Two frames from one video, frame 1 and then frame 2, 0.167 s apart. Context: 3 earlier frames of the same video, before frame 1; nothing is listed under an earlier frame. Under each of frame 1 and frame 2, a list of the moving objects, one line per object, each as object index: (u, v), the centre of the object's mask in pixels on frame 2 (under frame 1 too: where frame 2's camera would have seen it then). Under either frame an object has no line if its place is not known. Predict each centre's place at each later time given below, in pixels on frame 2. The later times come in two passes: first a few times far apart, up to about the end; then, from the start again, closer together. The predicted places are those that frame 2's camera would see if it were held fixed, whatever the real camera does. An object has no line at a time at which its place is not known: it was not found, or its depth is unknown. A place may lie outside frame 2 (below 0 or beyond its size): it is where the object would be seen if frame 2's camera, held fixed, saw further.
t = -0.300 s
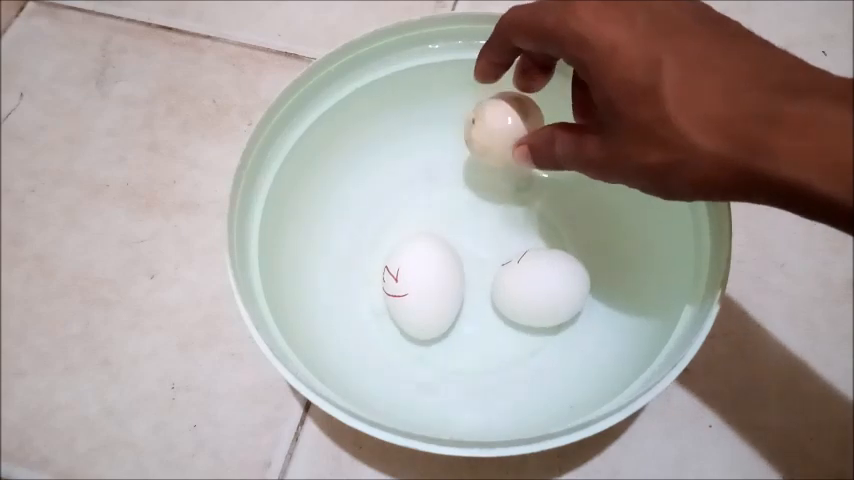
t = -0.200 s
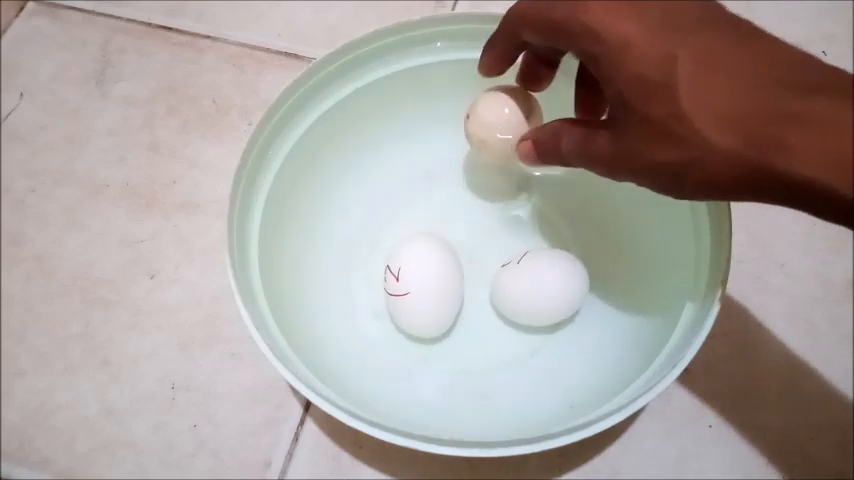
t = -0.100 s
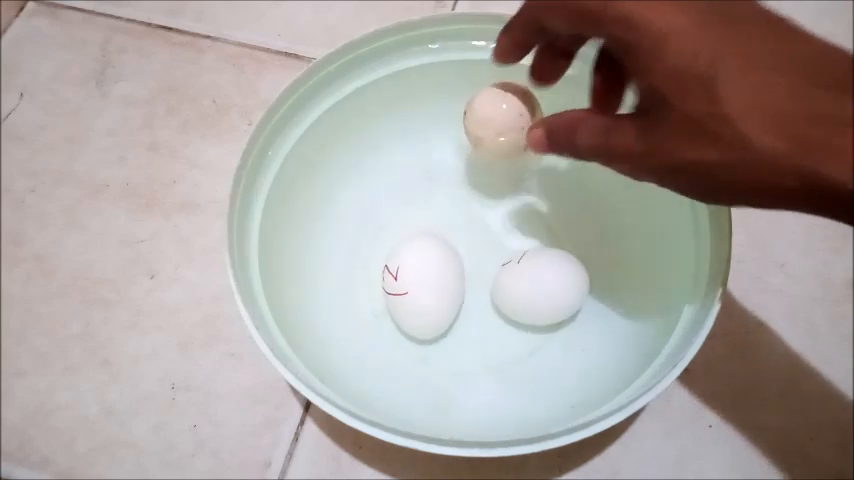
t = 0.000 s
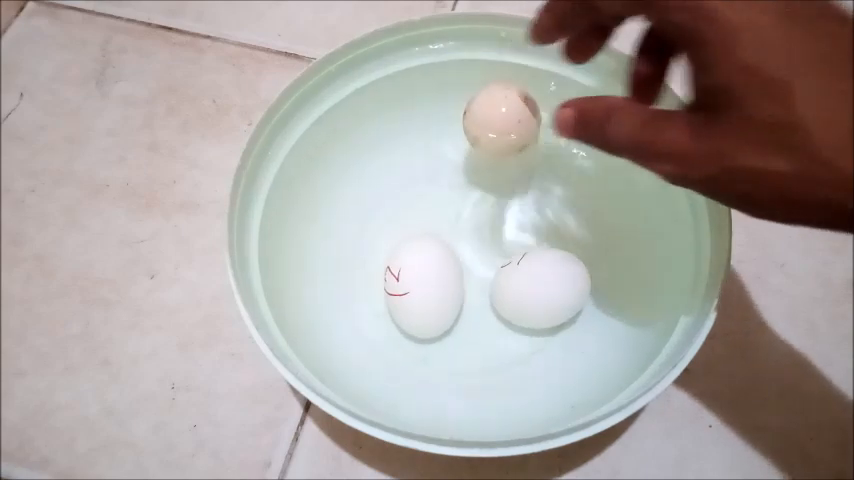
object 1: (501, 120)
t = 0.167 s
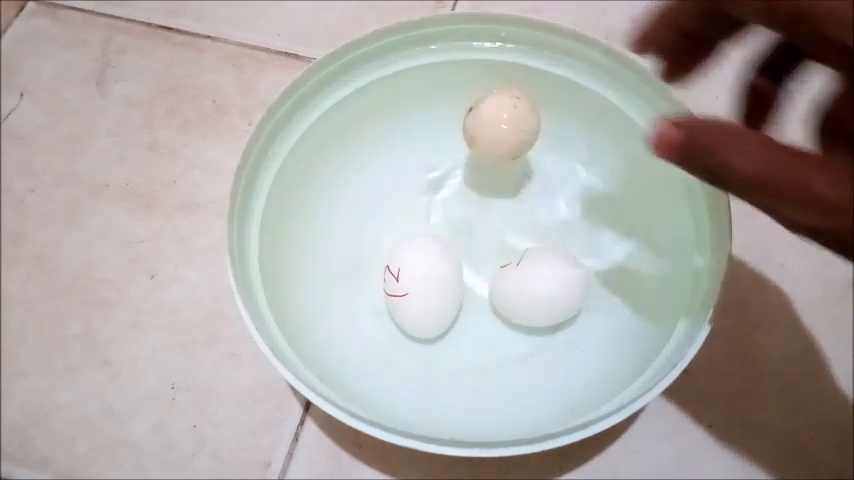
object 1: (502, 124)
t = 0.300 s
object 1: (500, 121)
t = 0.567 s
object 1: (499, 118)
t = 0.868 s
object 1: (497, 118)
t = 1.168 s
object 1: (496, 116)
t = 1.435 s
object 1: (495, 115)
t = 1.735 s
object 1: (494, 114)
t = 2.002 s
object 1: (494, 112)
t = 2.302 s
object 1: (493, 111)
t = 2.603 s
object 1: (493, 109)
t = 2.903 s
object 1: (491, 109)
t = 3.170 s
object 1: (493, 104)
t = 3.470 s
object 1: (491, 106)
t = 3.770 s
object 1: (492, 102)
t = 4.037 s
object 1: (492, 103)
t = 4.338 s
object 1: (492, 100)
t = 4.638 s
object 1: (493, 100)
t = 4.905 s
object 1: (493, 97)
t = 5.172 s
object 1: (493, 97)
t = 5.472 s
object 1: (494, 96)
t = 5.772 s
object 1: (495, 94)
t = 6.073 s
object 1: (496, 93)
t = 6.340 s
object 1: (496, 94)
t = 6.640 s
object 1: (496, 94)
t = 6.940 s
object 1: (496, 95)
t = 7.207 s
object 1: (497, 95)
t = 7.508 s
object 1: (496, 96)
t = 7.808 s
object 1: (497, 96)
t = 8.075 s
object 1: (497, 97)
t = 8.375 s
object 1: (497, 97)
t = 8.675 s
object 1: (497, 98)
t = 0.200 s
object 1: (501, 124)
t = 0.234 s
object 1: (500, 124)
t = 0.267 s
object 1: (500, 123)
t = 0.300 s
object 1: (500, 121)
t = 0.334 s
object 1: (500, 121)
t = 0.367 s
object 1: (500, 119)
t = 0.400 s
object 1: (500, 118)
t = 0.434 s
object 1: (500, 117)
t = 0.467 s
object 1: (500, 116)
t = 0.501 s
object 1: (500, 116)
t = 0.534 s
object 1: (499, 117)
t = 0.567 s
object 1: (499, 118)
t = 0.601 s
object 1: (499, 119)
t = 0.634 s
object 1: (498, 121)
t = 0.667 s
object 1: (498, 121)
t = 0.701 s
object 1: (499, 122)
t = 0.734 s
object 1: (498, 122)
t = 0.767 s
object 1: (498, 121)
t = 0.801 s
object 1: (498, 120)
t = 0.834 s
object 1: (497, 119)
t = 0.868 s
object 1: (497, 118)
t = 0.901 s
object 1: (497, 117)
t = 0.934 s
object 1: (497, 116)
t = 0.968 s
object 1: (497, 115)
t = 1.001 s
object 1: (497, 115)
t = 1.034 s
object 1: (497, 115)
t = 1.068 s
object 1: (497, 115)
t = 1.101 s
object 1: (497, 116)
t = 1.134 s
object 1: (497, 116)
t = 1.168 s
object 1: (496, 116)
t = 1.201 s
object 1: (496, 117)
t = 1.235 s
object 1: (496, 118)
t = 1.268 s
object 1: (495, 118)
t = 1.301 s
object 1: (495, 118)
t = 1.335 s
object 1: (495, 118)
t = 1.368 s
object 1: (495, 118)
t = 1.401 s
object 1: (495, 117)
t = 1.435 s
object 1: (495, 115)
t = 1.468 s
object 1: (496, 113)
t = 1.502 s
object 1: (496, 113)
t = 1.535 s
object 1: (496, 112)
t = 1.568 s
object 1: (496, 112)
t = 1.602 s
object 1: (495, 112)
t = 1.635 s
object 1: (495, 113)
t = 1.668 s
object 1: (494, 114)
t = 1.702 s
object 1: (494, 115)
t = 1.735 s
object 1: (494, 114)
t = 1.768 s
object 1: (494, 115)
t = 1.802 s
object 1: (494, 115)
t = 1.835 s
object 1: (494, 115)
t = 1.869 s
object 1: (494, 115)
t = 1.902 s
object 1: (494, 115)
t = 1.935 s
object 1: (494, 113)
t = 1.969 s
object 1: (494, 113)
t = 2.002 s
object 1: (494, 112)
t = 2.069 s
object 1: (494, 111)
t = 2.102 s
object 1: (494, 111)
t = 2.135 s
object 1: (494, 110)
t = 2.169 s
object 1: (494, 110)
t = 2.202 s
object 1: (494, 110)
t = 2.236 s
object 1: (494, 110)
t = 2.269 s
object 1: (493, 111)
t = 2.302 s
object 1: (493, 111)
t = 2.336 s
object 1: (492, 112)
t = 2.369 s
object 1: (492, 113)
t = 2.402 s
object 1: (492, 112)
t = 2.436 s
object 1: (492, 112)
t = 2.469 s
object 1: (492, 112)
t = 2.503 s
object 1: (492, 111)
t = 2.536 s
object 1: (493, 111)
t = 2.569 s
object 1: (493, 110)
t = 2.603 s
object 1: (493, 109)
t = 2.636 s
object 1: (493, 109)
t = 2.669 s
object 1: (493, 108)
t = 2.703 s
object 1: (493, 108)
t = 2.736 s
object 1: (492, 108)
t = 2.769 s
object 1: (492, 108)
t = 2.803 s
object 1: (492, 108)
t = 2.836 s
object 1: (492, 108)
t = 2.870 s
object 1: (492, 108)
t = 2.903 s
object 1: (491, 109)
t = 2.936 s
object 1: (492, 109)
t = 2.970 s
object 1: (492, 109)
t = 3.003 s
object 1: (492, 109)
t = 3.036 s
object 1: (492, 108)
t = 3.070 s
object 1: (492, 107)
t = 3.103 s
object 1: (493, 106)
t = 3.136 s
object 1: (493, 105)
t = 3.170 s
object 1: (493, 104)
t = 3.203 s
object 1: (493, 104)
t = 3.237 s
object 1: (493, 104)
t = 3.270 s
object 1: (493, 104)
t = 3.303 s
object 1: (492, 104)
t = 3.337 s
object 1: (492, 104)
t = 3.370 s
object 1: (492, 104)
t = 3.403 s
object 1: (492, 105)
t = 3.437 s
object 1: (492, 106)
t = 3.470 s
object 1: (491, 106)
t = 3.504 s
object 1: (491, 106)
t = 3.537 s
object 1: (491, 105)
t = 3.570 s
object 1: (492, 105)
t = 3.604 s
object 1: (492, 105)
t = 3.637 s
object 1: (492, 104)
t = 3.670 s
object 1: (492, 103)
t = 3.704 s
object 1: (492, 103)
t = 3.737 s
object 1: (492, 102)
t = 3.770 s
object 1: (492, 102)
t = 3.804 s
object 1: (492, 102)
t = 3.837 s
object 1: (492, 102)
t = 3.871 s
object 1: (492, 102)
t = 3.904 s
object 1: (492, 102)
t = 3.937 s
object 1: (492, 102)
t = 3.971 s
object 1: (492, 103)
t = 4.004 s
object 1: (492, 103)
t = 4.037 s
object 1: (492, 103)
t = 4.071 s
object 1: (492, 102)
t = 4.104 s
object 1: (492, 102)
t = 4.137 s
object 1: (492, 102)
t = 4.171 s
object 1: (492, 101)
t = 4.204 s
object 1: (492, 101)
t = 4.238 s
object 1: (492, 101)
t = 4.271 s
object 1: (492, 100)
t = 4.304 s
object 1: (492, 100)
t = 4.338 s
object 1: (492, 100)
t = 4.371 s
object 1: (492, 100)
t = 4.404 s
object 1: (492, 100)
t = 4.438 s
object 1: (492, 100)
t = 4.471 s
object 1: (492, 100)
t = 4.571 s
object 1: (492, 100)
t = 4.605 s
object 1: (492, 100)
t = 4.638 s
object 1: (493, 100)
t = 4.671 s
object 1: (493, 99)
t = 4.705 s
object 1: (493, 99)
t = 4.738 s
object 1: (493, 99)
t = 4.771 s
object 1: (493, 98)
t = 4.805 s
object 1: (493, 98)
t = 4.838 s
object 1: (493, 98)
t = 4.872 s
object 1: (493, 97)
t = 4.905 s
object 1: (493, 97)
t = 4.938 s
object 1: (493, 97)
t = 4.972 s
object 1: (493, 97)
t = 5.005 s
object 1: (493, 97)
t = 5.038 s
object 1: (493, 96)
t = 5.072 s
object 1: (494, 96)
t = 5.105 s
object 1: (494, 97)
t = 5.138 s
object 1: (494, 97)
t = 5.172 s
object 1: (493, 97)
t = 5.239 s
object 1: (494, 97)
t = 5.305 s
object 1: (494, 96)
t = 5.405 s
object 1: (494, 96)
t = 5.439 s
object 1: (494, 96)
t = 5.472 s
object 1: (494, 96)
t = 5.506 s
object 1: (494, 95)
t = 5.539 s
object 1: (494, 94)
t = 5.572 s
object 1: (495, 94)
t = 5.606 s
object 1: (495, 93)
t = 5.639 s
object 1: (495, 94)
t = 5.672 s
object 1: (495, 94)
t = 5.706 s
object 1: (495, 94)
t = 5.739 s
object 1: (495, 94)
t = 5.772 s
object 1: (495, 94)
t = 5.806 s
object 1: (495, 94)
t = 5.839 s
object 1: (495, 94)
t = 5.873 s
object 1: (495, 94)
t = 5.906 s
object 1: (495, 94)
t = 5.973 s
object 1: (495, 94)
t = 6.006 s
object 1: (495, 93)
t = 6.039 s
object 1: (495, 93)
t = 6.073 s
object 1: (496, 93)
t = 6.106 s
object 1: (496, 93)
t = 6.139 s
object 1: (496, 93)
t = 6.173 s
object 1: (496, 94)
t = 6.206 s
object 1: (496, 94)
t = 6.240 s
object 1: (496, 94)
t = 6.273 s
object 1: (496, 94)
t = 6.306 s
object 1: (496, 94)
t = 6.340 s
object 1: (496, 94)
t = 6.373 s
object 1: (496, 94)
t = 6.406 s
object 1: (496, 94)
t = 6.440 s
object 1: (496, 94)
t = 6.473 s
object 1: (496, 94)
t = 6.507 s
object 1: (496, 94)
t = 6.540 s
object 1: (496, 94)
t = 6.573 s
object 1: (496, 94)
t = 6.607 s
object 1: (496, 94)
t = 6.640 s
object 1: (496, 94)
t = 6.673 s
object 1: (496, 94)
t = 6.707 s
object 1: (496, 95)
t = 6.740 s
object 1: (496, 95)
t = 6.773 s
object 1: (496, 95)
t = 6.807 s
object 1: (496, 95)
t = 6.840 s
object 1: (496, 95)
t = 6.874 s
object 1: (496, 95)
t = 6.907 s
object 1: (496, 95)
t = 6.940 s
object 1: (496, 95)
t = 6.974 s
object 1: (496, 95)
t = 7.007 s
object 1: (496, 95)
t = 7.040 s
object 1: (496, 95)
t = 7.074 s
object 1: (496, 95)
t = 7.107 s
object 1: (496, 95)
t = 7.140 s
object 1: (496, 95)
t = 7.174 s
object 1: (496, 95)
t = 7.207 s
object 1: (497, 95)
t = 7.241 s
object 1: (497, 96)
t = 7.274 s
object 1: (496, 96)
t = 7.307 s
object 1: (497, 96)
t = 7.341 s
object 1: (497, 96)
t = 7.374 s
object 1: (496, 96)
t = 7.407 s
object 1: (496, 96)
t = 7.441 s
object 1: (496, 96)
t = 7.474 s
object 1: (496, 96)
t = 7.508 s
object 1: (496, 96)
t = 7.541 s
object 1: (496, 96)
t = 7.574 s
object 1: (496, 96)
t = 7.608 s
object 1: (497, 96)
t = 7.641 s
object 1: (497, 96)
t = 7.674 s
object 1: (497, 96)
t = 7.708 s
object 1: (497, 96)
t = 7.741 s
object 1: (497, 96)
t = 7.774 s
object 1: (497, 96)
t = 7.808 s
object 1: (497, 96)
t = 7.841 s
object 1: (497, 96)
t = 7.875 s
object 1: (497, 96)
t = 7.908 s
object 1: (497, 97)
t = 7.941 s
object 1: (497, 97)
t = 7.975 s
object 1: (497, 97)
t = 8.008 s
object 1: (497, 97)
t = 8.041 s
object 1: (497, 97)
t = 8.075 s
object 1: (497, 97)
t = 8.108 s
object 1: (497, 97)
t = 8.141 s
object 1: (497, 97)
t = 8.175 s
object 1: (497, 97)
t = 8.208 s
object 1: (497, 97)
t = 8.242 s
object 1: (497, 97)
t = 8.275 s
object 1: (497, 97)
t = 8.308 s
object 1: (497, 97)
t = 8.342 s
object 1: (497, 97)
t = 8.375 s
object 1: (497, 97)
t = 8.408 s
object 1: (497, 97)
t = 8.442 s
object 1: (497, 97)
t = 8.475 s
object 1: (497, 97)
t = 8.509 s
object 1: (497, 98)
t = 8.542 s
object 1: (497, 98)
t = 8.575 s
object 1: (497, 98)
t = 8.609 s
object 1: (497, 98)
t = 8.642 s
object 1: (497, 98)
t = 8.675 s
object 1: (497, 98)
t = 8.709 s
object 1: (497, 98)
